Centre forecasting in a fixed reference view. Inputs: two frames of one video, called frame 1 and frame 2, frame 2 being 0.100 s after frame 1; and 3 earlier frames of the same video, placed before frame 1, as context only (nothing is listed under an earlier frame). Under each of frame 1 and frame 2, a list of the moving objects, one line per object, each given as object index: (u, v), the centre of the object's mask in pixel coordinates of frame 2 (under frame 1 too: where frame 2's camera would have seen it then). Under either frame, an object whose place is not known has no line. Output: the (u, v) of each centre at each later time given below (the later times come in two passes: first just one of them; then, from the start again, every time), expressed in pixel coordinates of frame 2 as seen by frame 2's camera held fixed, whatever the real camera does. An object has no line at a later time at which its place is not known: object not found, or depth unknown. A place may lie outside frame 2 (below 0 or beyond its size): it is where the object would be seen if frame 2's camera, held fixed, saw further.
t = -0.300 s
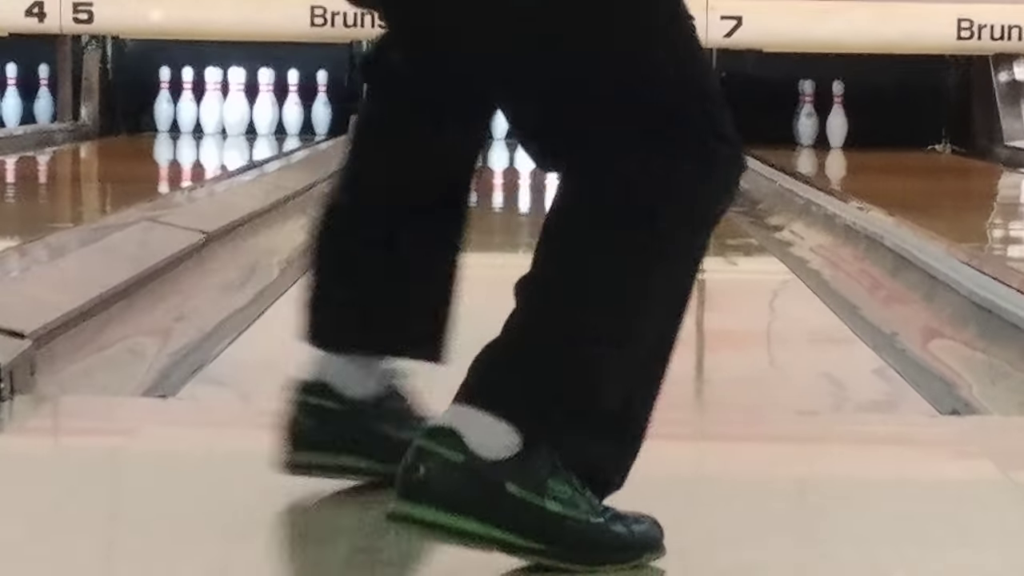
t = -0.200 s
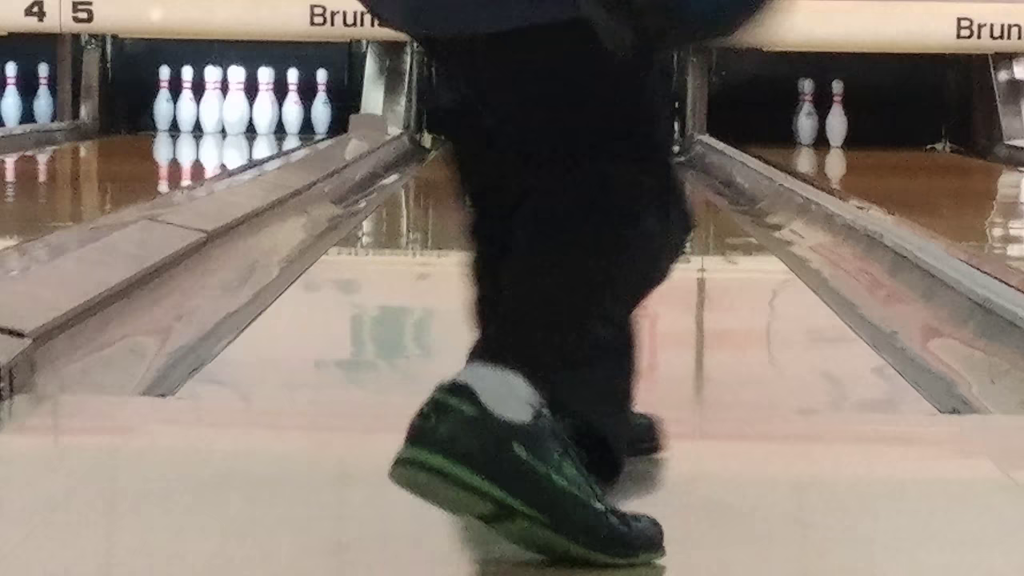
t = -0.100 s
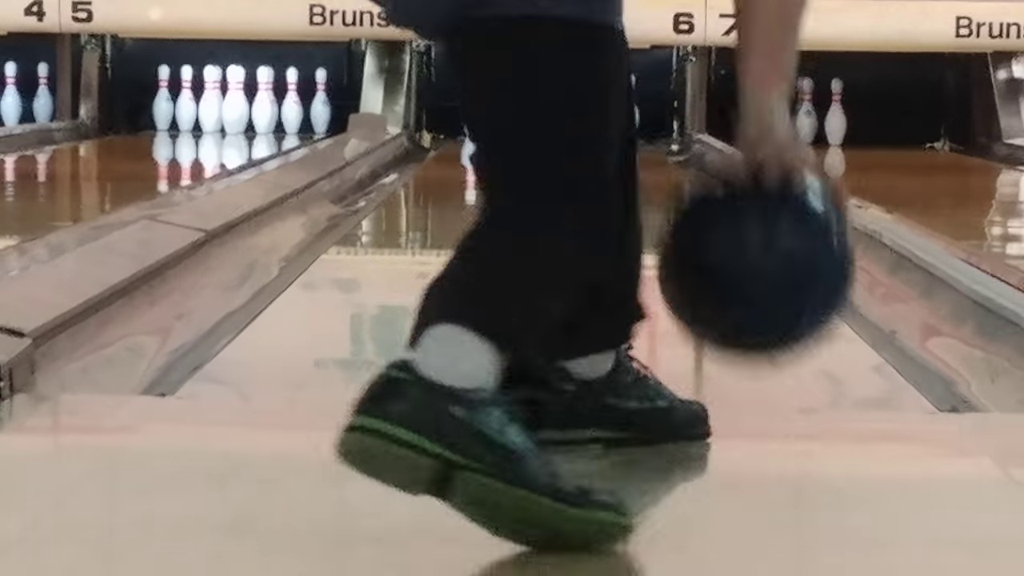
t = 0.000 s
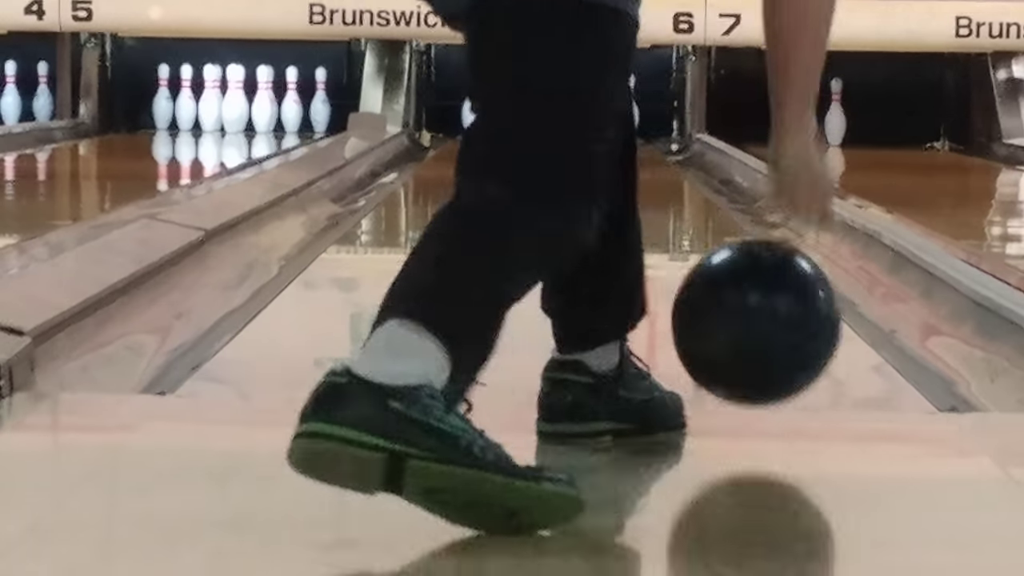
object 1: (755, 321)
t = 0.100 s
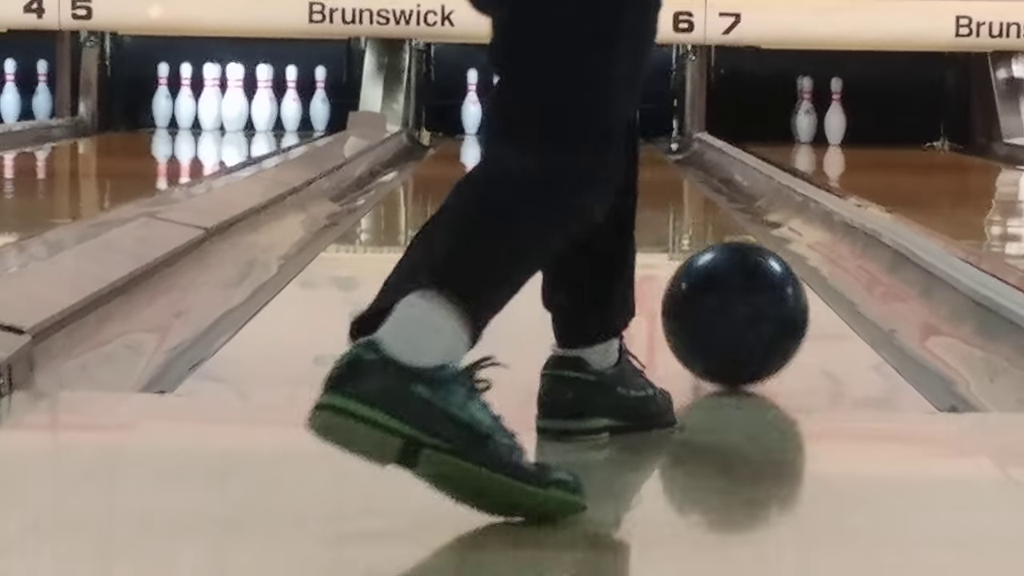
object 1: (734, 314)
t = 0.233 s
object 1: (713, 275)
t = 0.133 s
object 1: (729, 303)
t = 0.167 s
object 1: (723, 293)
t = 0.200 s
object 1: (718, 284)
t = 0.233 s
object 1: (713, 275)
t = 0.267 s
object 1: (709, 267)
